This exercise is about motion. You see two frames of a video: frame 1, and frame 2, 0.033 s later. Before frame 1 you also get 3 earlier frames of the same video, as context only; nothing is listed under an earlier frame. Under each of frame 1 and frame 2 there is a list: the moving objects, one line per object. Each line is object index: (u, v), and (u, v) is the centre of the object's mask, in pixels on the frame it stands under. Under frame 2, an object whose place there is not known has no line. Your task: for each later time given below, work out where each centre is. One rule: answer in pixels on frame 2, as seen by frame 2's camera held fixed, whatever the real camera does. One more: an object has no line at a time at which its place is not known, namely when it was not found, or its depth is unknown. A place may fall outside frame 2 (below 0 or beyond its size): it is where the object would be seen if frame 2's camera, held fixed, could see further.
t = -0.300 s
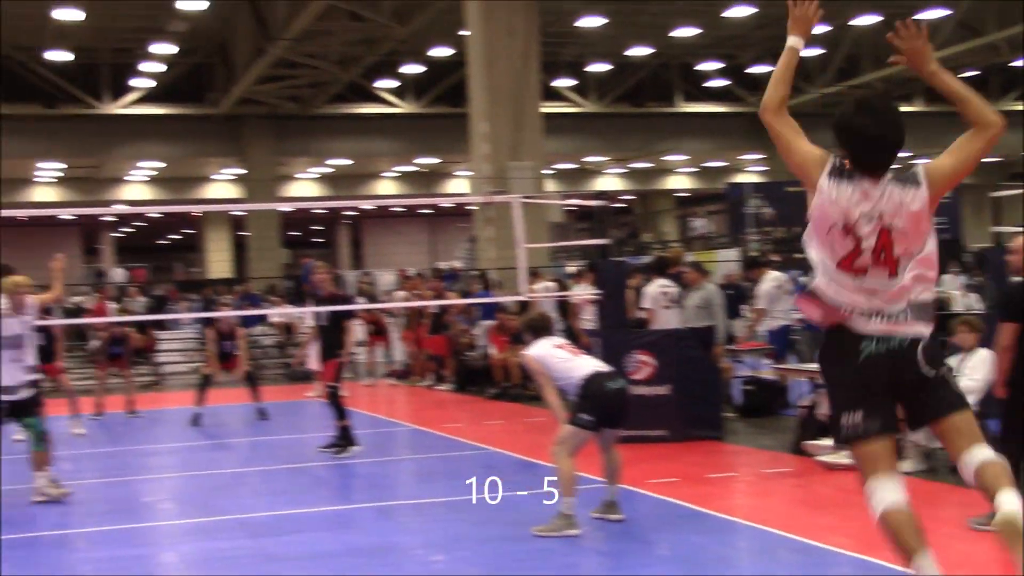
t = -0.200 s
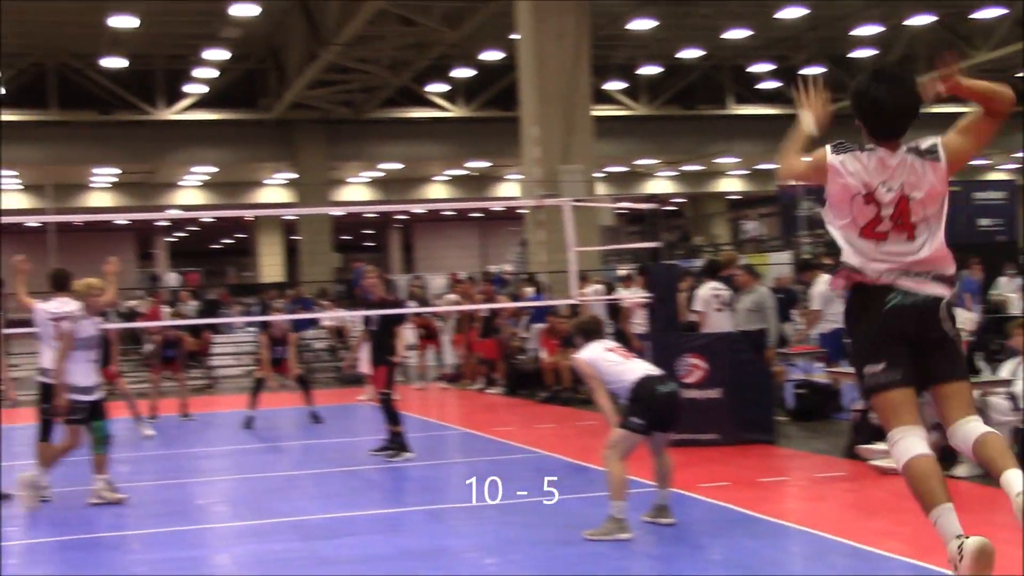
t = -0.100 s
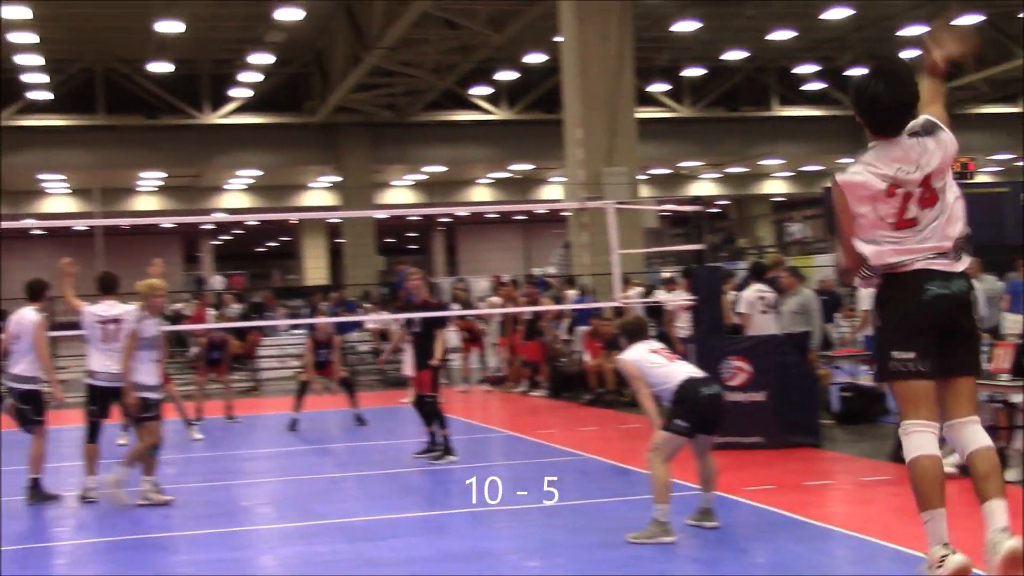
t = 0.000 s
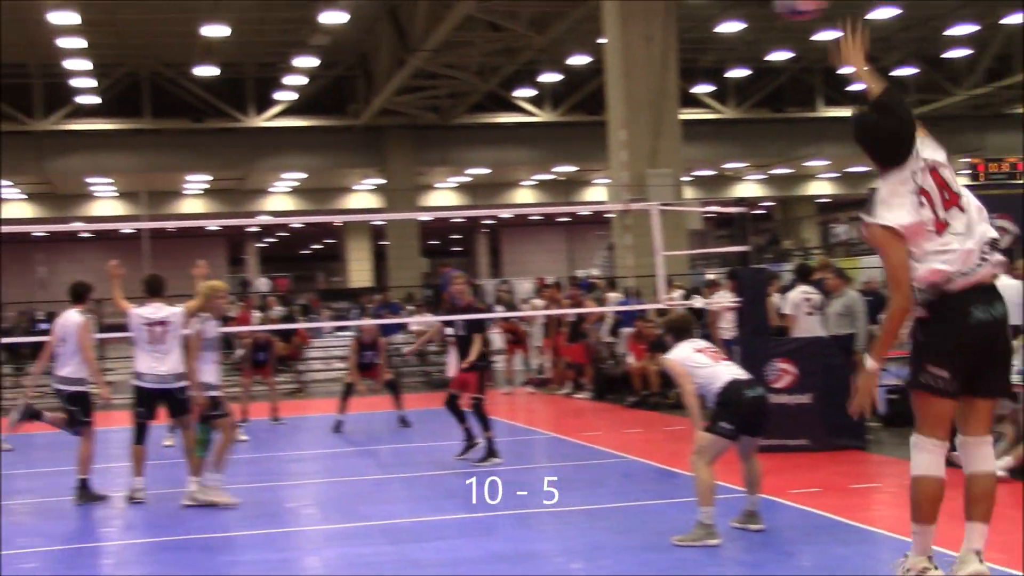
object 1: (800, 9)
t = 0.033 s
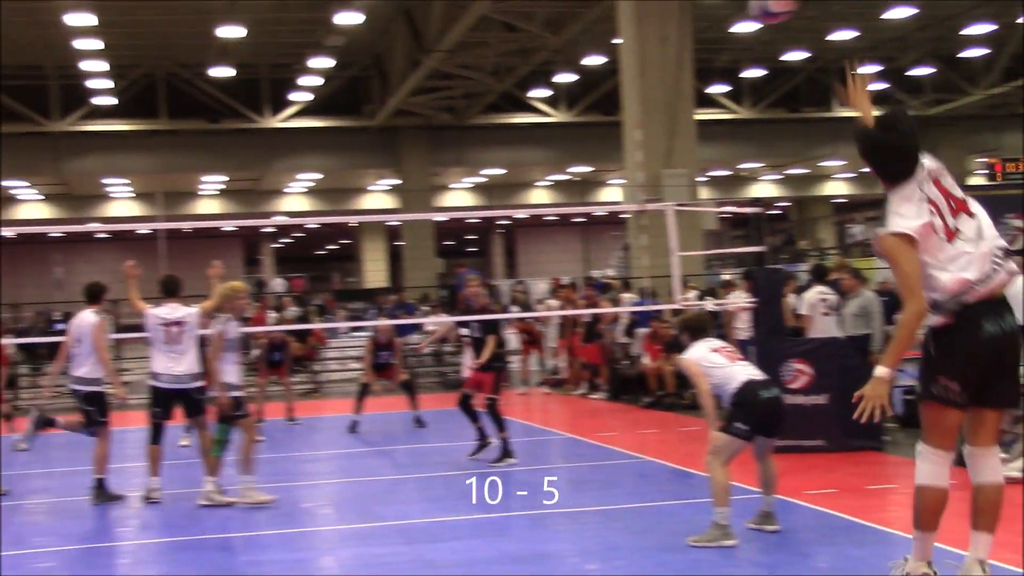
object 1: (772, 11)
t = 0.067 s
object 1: (735, 11)
